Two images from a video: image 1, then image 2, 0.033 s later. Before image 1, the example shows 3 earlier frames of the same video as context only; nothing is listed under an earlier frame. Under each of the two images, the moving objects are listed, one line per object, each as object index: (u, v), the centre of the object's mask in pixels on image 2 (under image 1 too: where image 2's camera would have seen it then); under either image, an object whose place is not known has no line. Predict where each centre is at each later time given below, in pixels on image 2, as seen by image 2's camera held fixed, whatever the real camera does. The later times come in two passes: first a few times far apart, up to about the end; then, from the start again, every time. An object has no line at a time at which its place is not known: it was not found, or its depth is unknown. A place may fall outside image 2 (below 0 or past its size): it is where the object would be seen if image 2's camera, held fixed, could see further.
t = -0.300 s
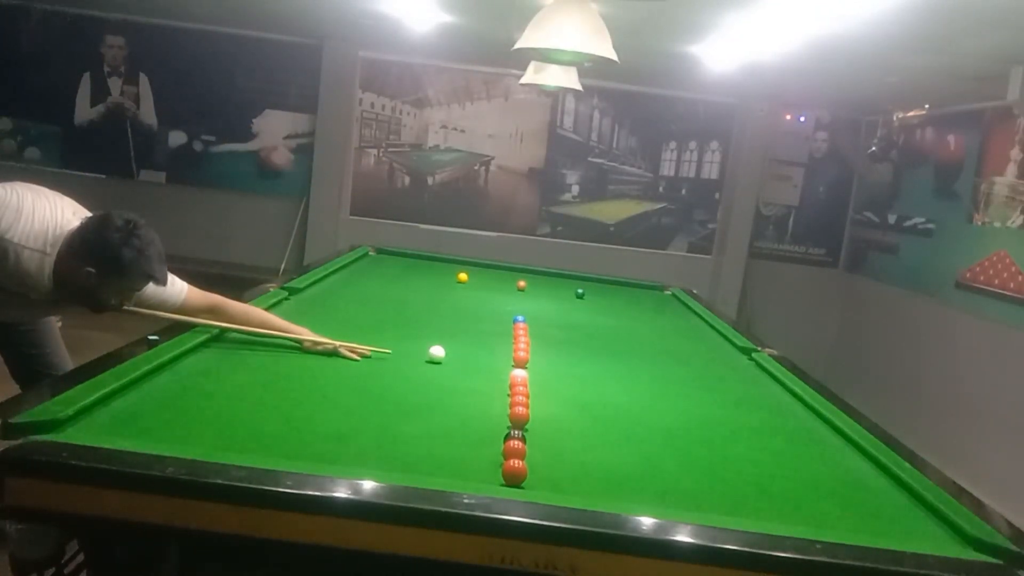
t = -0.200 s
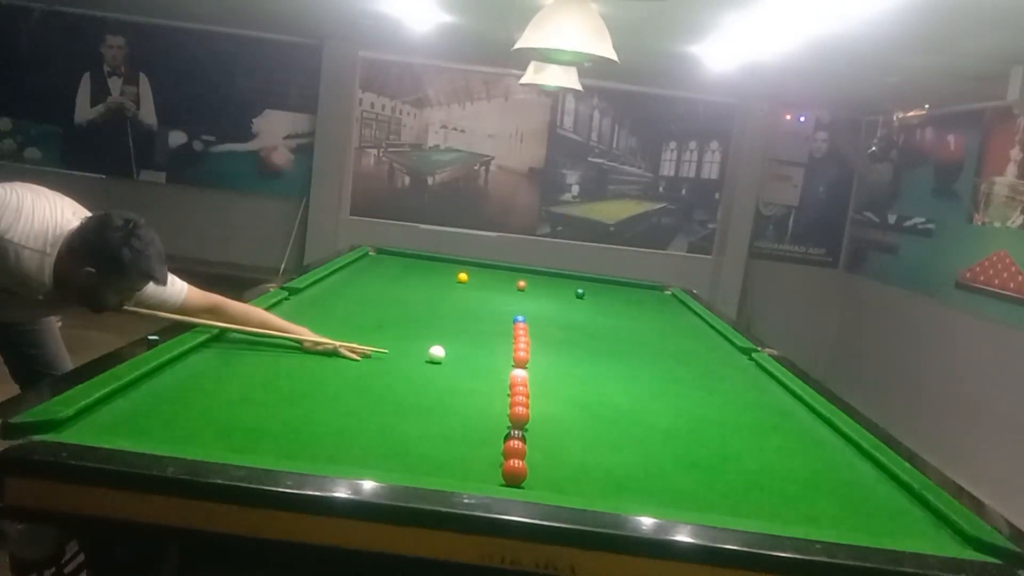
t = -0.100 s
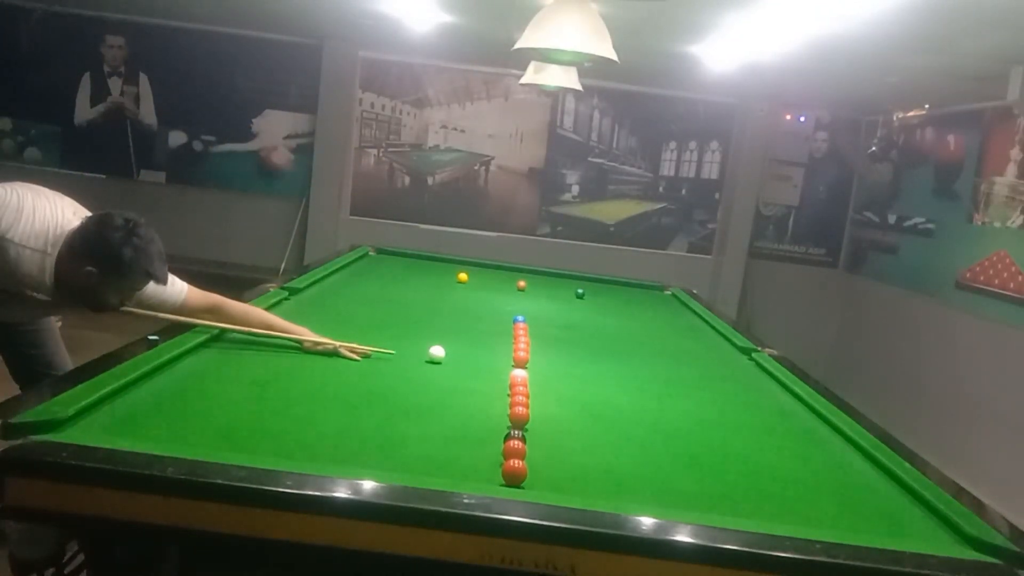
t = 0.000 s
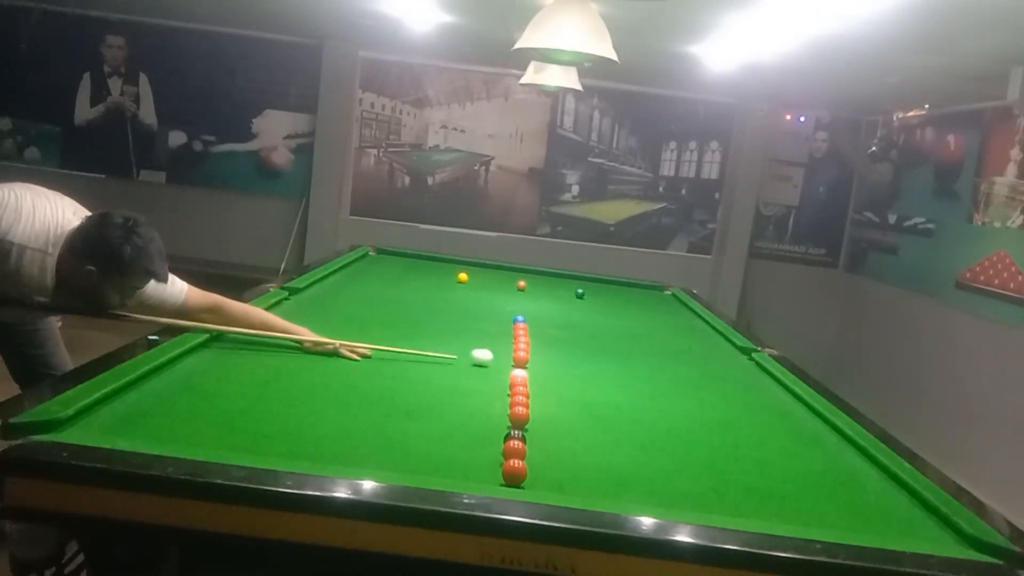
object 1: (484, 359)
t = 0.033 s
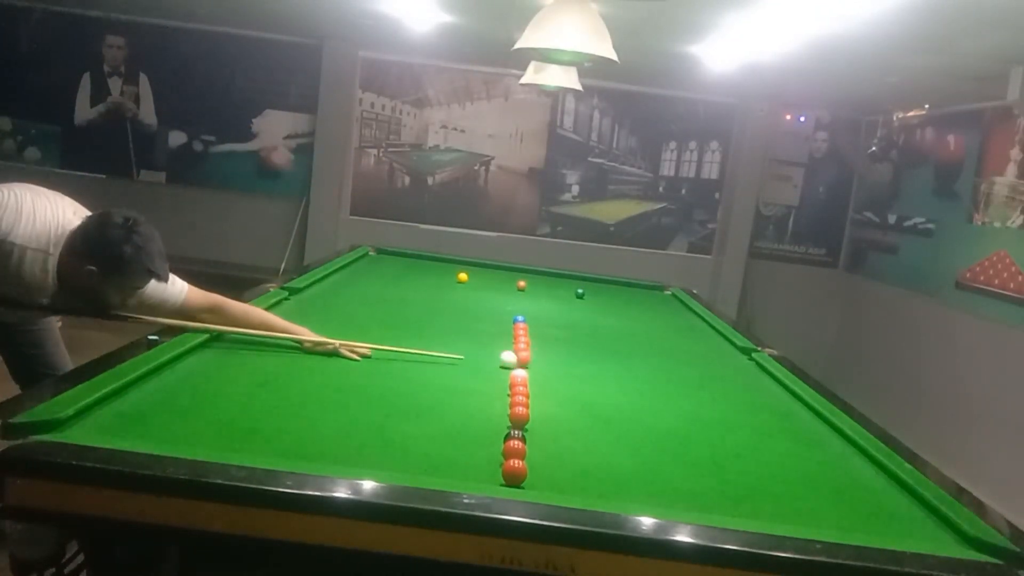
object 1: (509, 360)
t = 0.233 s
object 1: (535, 372)
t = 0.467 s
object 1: (564, 387)
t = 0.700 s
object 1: (589, 399)
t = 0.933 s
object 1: (610, 411)
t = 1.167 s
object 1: (628, 419)
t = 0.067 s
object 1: (513, 362)
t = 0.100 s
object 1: (517, 363)
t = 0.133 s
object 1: (523, 364)
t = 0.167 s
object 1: (528, 367)
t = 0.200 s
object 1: (532, 370)
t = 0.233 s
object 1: (535, 372)
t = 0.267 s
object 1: (539, 375)
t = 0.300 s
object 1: (543, 376)
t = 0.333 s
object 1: (548, 379)
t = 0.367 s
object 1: (552, 381)
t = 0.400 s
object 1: (556, 383)
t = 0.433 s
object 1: (560, 385)
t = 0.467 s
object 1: (564, 387)
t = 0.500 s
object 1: (568, 389)
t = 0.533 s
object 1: (571, 391)
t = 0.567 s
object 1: (575, 392)
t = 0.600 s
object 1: (579, 395)
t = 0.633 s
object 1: (582, 396)
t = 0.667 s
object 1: (586, 398)
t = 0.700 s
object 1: (589, 399)
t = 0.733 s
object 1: (593, 402)
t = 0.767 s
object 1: (596, 404)
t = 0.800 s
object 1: (599, 405)
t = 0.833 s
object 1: (602, 406)
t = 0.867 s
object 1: (605, 408)
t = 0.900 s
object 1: (607, 409)
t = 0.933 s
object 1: (610, 411)
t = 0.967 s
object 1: (613, 412)
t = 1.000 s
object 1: (615, 413)
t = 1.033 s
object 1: (618, 414)
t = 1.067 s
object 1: (621, 416)
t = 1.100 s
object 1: (623, 417)
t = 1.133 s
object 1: (626, 418)
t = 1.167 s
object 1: (628, 419)
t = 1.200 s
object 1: (630, 420)
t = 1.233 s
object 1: (632, 421)
